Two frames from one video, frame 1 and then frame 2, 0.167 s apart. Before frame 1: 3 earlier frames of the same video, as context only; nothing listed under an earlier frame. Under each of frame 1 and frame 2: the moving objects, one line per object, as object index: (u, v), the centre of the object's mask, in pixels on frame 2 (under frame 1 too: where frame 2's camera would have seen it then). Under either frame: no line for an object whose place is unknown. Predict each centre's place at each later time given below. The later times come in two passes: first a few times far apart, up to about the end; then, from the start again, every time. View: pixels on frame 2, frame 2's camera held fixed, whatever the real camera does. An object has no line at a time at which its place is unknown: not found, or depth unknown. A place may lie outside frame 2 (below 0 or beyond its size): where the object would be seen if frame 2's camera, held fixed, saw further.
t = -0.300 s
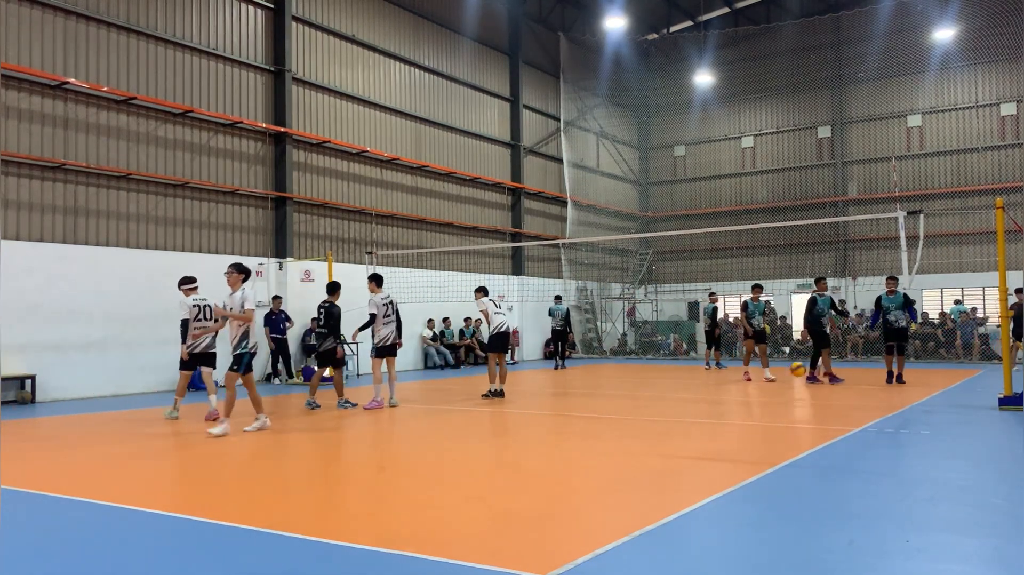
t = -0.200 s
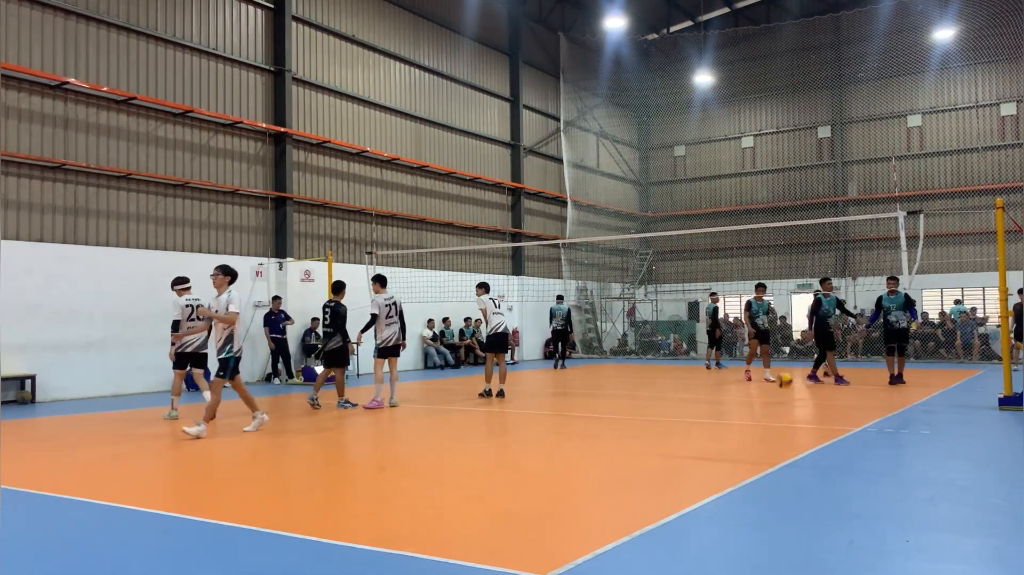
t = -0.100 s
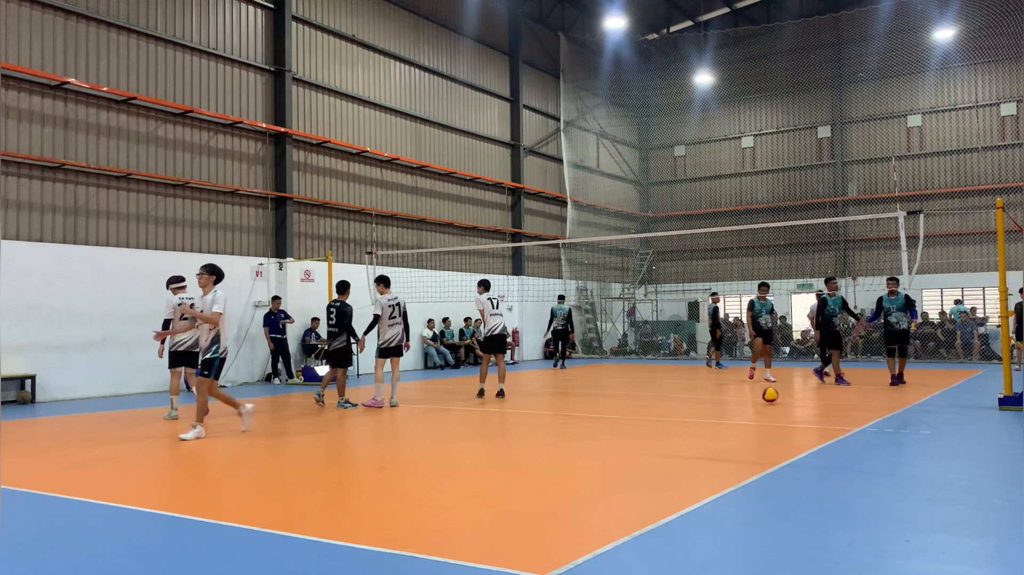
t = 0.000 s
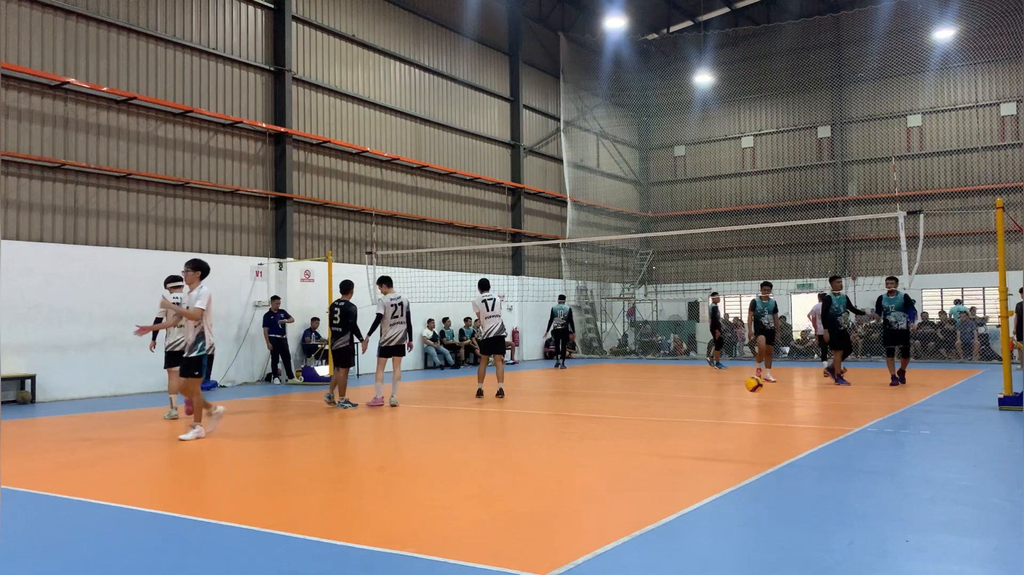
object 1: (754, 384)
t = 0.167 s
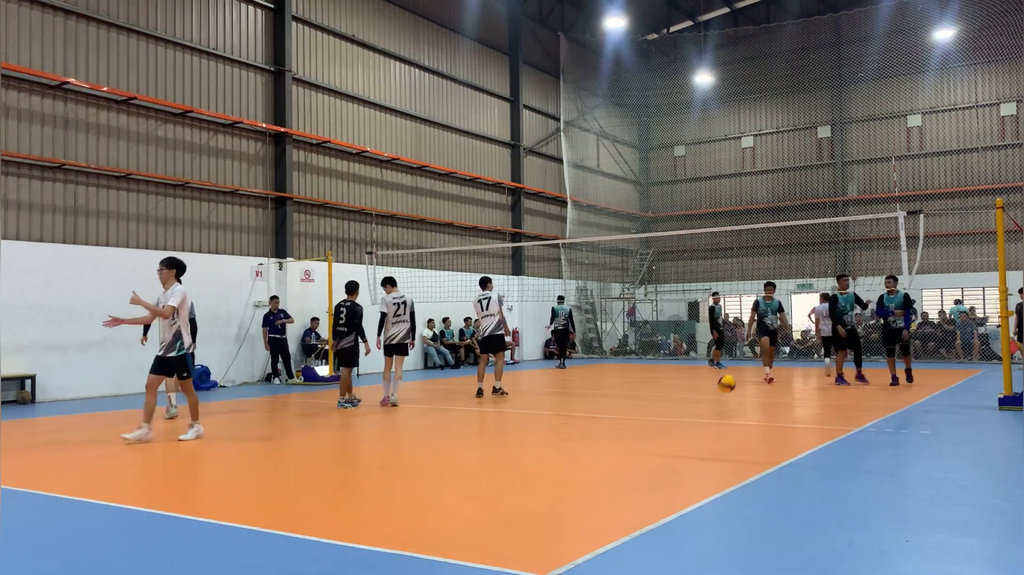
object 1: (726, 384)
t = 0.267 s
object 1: (709, 394)
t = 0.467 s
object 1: (671, 395)
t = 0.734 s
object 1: (612, 420)
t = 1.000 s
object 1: (545, 417)
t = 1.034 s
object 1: (536, 421)
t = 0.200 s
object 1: (721, 387)
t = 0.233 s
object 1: (715, 390)
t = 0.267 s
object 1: (709, 394)
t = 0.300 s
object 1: (703, 400)
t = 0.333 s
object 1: (698, 408)
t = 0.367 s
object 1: (691, 404)
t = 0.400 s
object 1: (684, 400)
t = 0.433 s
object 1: (677, 397)
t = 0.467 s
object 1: (671, 395)
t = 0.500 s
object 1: (664, 395)
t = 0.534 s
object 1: (656, 395)
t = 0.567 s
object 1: (649, 397)
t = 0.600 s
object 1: (642, 399)
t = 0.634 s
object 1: (635, 403)
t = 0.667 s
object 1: (628, 407)
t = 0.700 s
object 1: (620, 413)
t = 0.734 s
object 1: (612, 420)
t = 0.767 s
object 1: (605, 417)
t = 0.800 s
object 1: (597, 413)
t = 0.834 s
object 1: (588, 411)
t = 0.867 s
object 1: (579, 410)
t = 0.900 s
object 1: (571, 409)
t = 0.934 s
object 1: (563, 411)
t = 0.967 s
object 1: (554, 412)
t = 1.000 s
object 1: (545, 417)
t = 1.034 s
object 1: (536, 421)
